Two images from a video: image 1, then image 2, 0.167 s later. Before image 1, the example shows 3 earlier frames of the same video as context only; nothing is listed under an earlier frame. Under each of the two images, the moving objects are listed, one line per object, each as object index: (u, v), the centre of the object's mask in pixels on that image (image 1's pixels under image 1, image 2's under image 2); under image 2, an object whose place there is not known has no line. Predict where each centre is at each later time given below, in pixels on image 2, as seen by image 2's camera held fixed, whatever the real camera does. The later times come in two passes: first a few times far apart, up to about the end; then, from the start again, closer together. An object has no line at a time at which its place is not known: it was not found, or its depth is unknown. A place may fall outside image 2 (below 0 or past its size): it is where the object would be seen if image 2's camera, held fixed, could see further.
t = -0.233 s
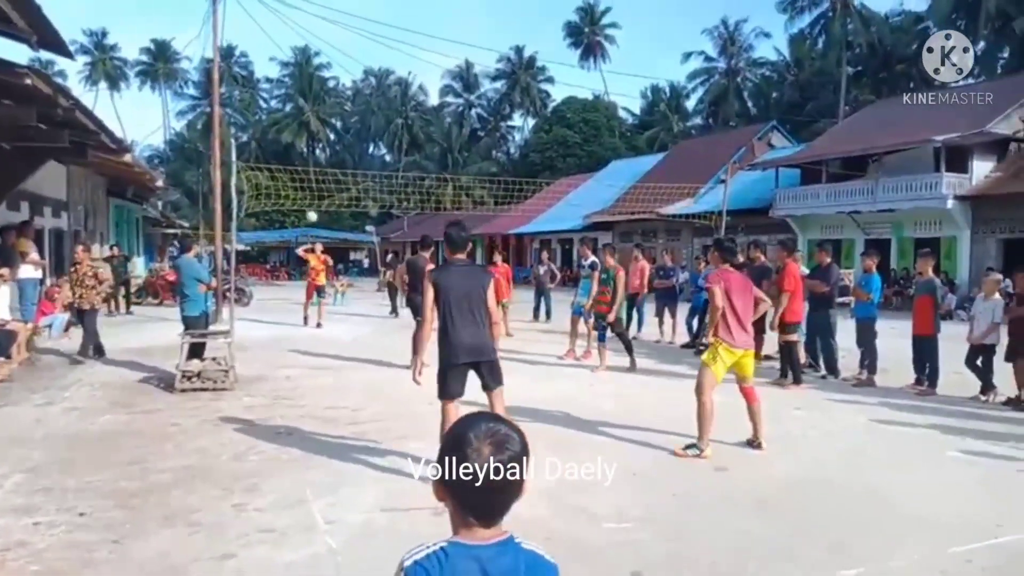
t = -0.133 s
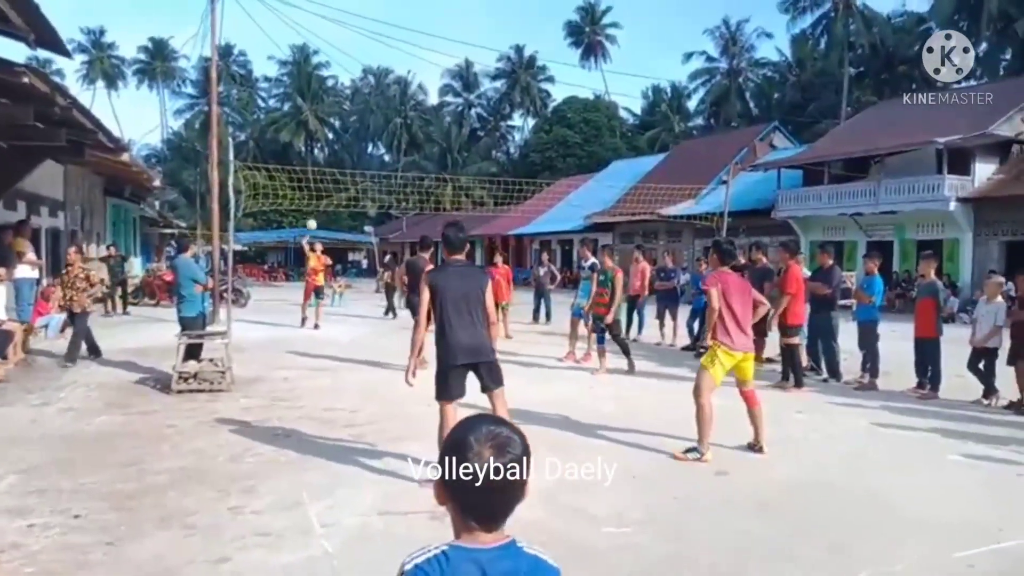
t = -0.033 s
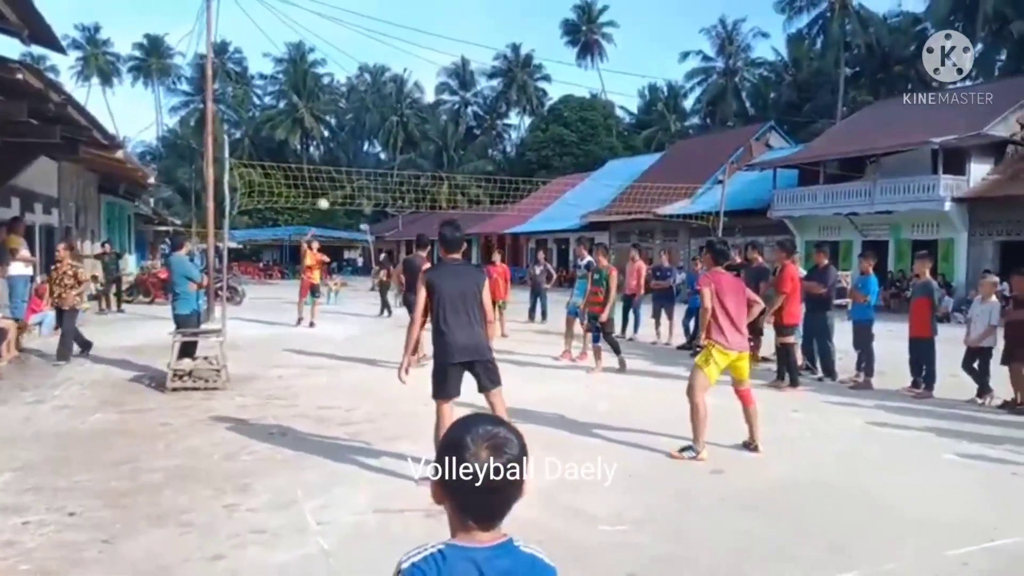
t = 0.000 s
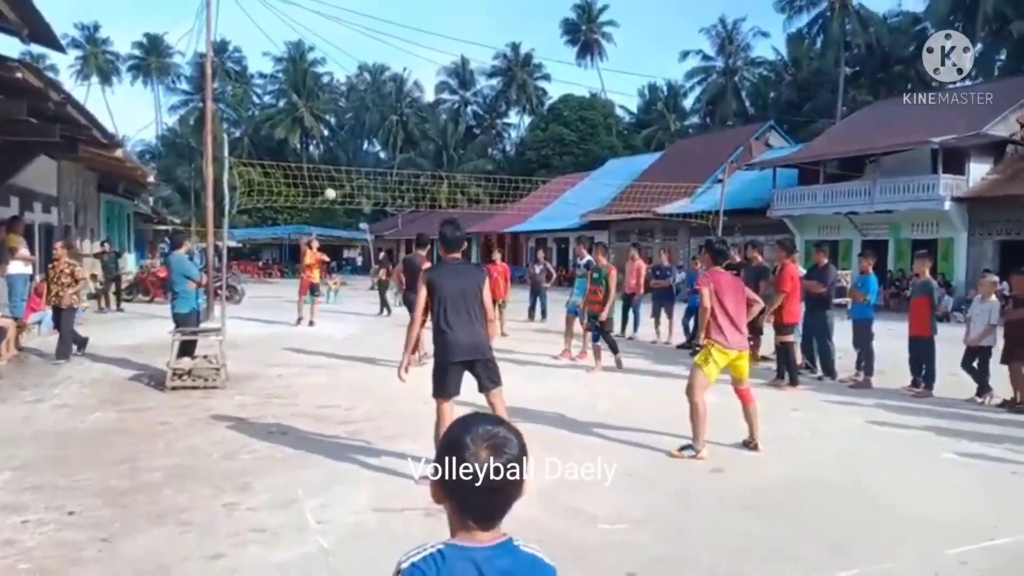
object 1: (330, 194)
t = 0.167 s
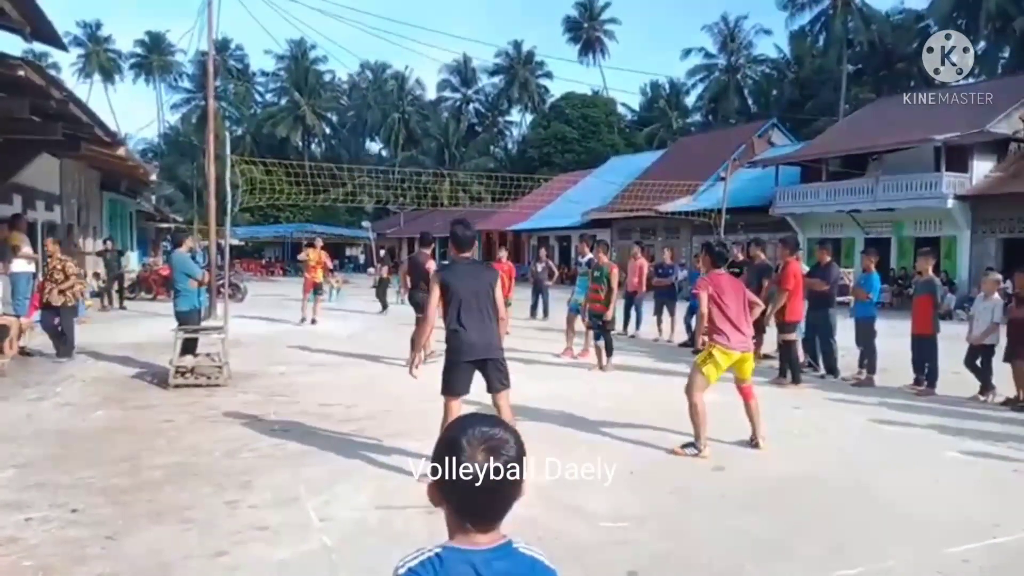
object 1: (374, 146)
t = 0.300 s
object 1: (411, 121)
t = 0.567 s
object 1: (505, 98)
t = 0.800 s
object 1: (612, 119)
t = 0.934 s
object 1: (689, 162)
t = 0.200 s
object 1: (382, 141)
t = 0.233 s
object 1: (391, 134)
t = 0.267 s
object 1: (401, 127)
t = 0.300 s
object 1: (411, 121)
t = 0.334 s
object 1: (422, 116)
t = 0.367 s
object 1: (432, 111)
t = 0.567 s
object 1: (505, 98)
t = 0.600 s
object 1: (518, 99)
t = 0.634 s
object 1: (532, 98)
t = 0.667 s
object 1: (547, 101)
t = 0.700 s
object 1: (561, 105)
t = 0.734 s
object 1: (577, 107)
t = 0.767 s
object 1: (594, 112)
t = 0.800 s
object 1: (612, 119)
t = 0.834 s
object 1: (630, 127)
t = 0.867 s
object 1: (648, 137)
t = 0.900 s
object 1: (668, 148)
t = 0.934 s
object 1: (689, 162)
